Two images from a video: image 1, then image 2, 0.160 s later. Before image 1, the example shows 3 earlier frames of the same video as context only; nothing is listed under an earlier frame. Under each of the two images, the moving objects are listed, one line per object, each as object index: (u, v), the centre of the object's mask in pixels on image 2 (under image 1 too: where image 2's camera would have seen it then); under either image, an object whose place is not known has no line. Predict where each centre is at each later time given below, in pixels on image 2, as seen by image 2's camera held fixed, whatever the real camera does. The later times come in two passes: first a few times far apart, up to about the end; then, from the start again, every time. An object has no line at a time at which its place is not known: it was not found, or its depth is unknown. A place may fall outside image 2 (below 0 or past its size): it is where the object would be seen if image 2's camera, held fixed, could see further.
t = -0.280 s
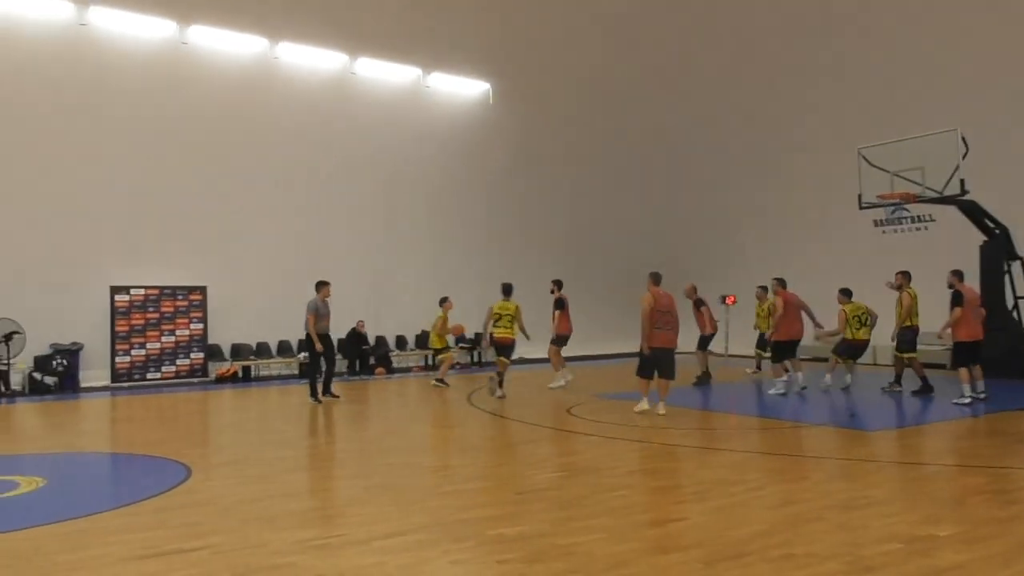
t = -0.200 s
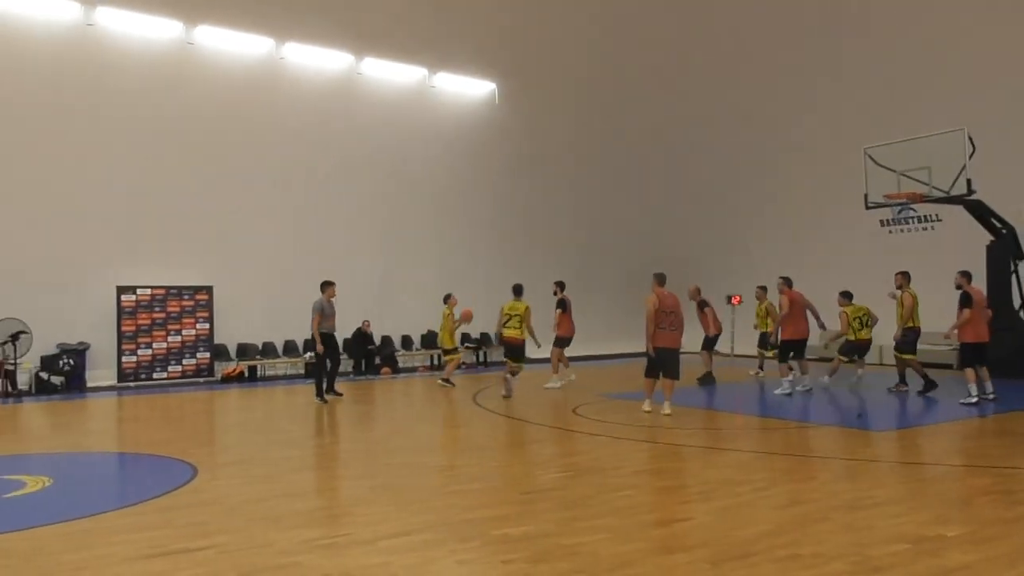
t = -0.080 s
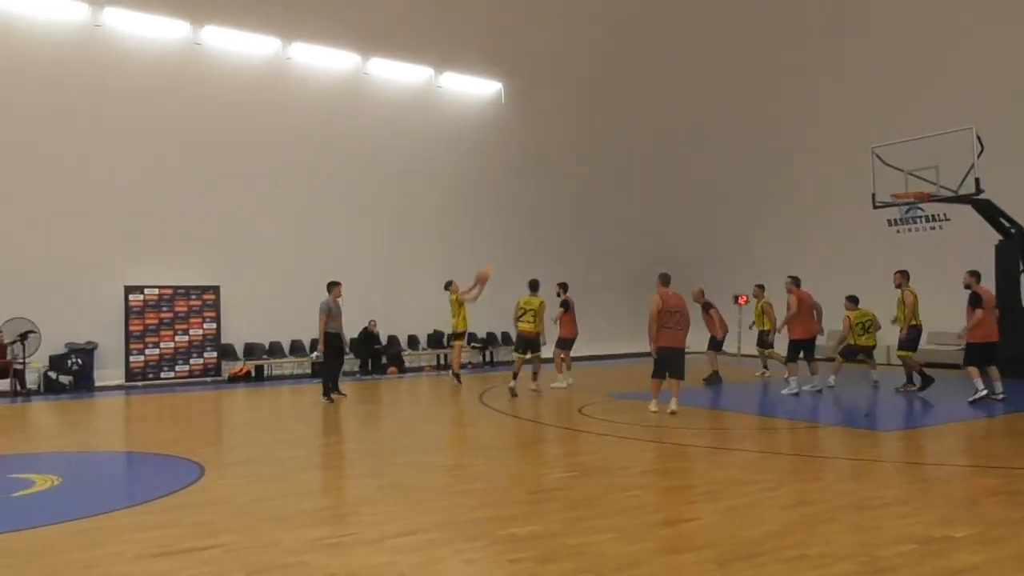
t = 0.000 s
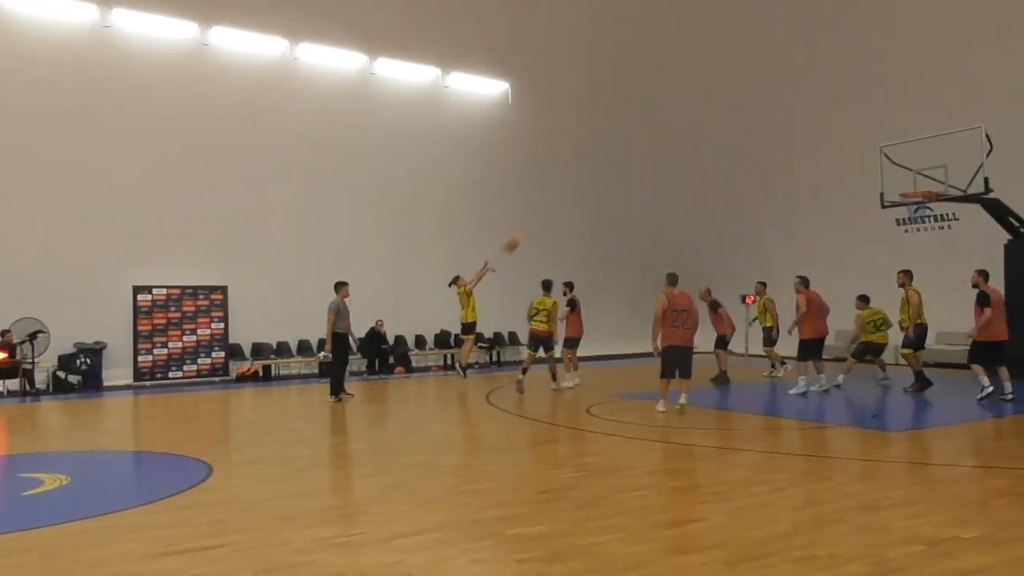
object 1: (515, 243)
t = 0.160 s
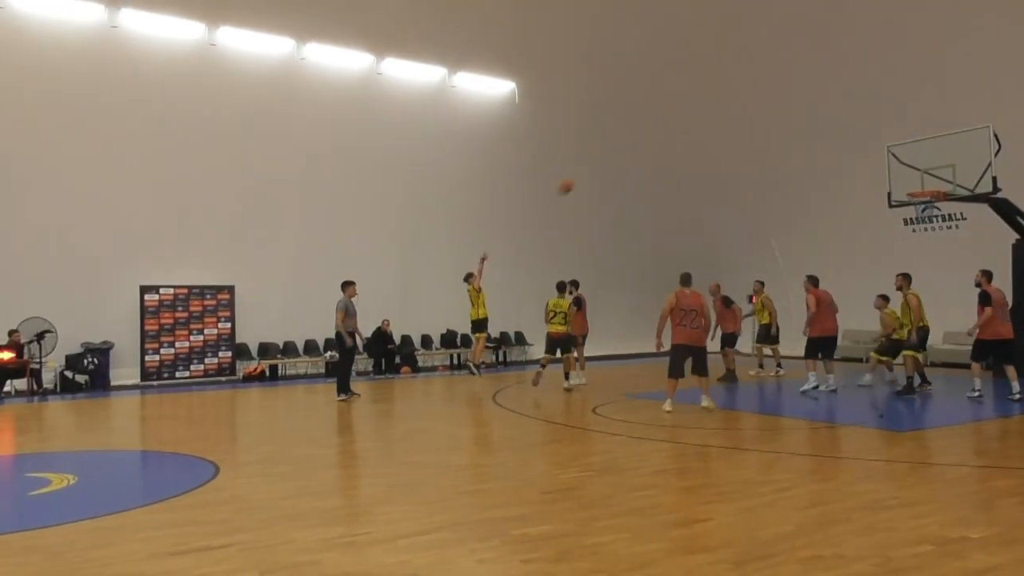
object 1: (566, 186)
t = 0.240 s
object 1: (590, 162)
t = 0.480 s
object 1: (664, 112)
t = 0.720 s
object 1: (740, 92)
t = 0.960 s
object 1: (819, 106)
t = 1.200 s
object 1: (901, 153)
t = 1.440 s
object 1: (936, 158)
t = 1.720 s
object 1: (939, 145)
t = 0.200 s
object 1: (578, 174)
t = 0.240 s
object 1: (590, 162)
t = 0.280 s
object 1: (602, 152)
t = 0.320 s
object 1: (615, 142)
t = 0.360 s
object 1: (627, 133)
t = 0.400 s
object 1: (640, 125)
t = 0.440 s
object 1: (652, 118)
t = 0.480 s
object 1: (664, 112)
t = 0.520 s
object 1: (677, 106)
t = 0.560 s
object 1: (690, 102)
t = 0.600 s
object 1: (702, 98)
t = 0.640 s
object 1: (714, 95)
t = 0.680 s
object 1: (727, 93)
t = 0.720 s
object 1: (740, 92)
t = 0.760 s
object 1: (753, 92)
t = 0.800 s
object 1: (766, 93)
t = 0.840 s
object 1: (779, 95)
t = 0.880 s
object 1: (791, 98)
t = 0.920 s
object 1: (805, 101)
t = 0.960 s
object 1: (819, 106)
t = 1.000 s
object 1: (832, 112)
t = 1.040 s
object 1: (846, 118)
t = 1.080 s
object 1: (859, 126)
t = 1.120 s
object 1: (873, 134)
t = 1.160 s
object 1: (886, 143)
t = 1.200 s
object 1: (901, 153)
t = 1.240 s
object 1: (915, 165)
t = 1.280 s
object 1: (928, 178)
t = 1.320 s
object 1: (936, 178)
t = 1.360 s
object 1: (936, 171)
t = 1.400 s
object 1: (936, 164)
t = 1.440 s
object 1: (936, 158)
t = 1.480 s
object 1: (937, 153)
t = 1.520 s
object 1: (937, 150)
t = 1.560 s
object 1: (937, 147)
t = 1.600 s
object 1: (938, 145)
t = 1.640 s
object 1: (938, 144)
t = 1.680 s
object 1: (939, 144)
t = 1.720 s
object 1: (939, 145)
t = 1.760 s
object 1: (939, 147)
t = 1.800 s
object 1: (940, 150)
